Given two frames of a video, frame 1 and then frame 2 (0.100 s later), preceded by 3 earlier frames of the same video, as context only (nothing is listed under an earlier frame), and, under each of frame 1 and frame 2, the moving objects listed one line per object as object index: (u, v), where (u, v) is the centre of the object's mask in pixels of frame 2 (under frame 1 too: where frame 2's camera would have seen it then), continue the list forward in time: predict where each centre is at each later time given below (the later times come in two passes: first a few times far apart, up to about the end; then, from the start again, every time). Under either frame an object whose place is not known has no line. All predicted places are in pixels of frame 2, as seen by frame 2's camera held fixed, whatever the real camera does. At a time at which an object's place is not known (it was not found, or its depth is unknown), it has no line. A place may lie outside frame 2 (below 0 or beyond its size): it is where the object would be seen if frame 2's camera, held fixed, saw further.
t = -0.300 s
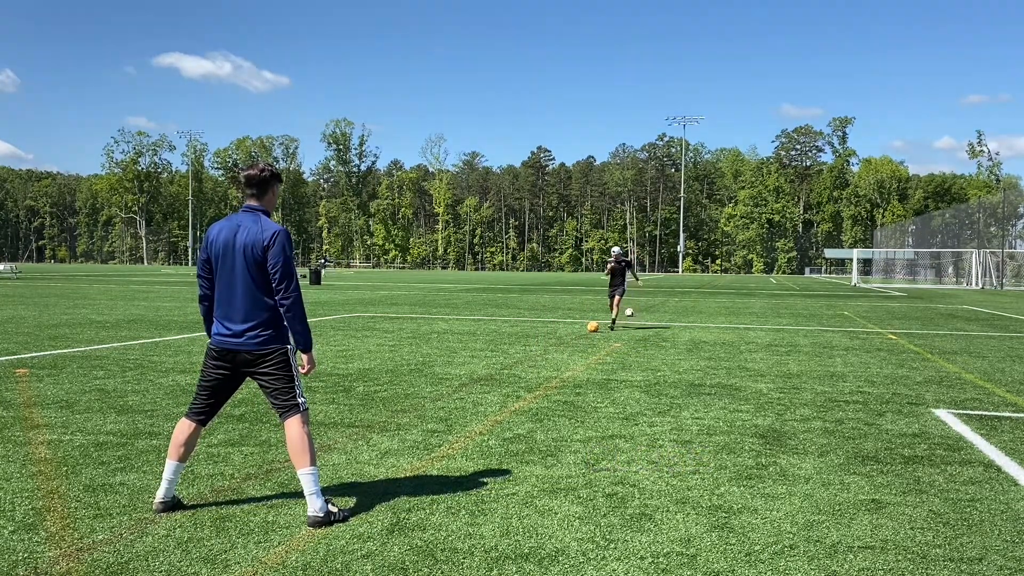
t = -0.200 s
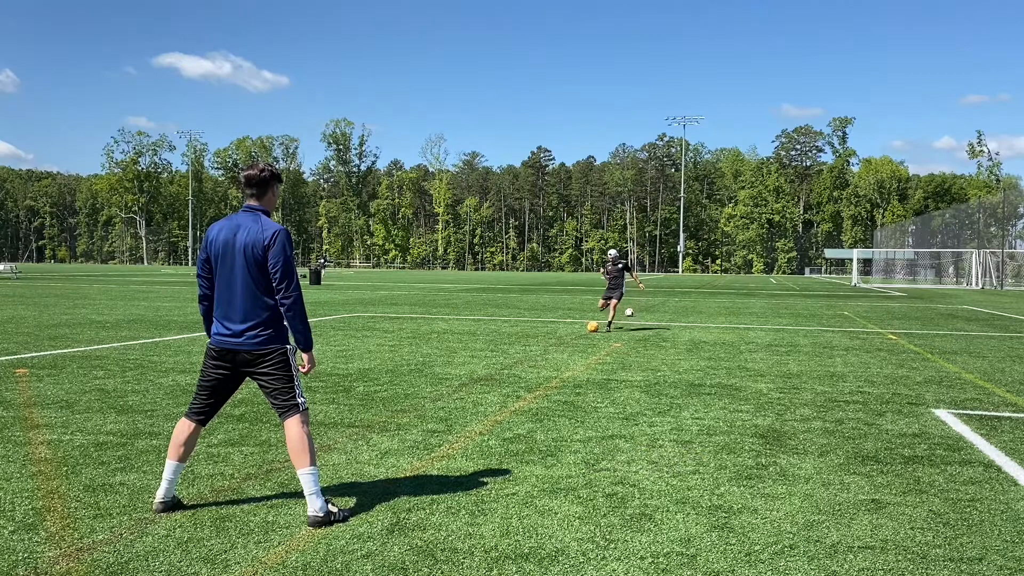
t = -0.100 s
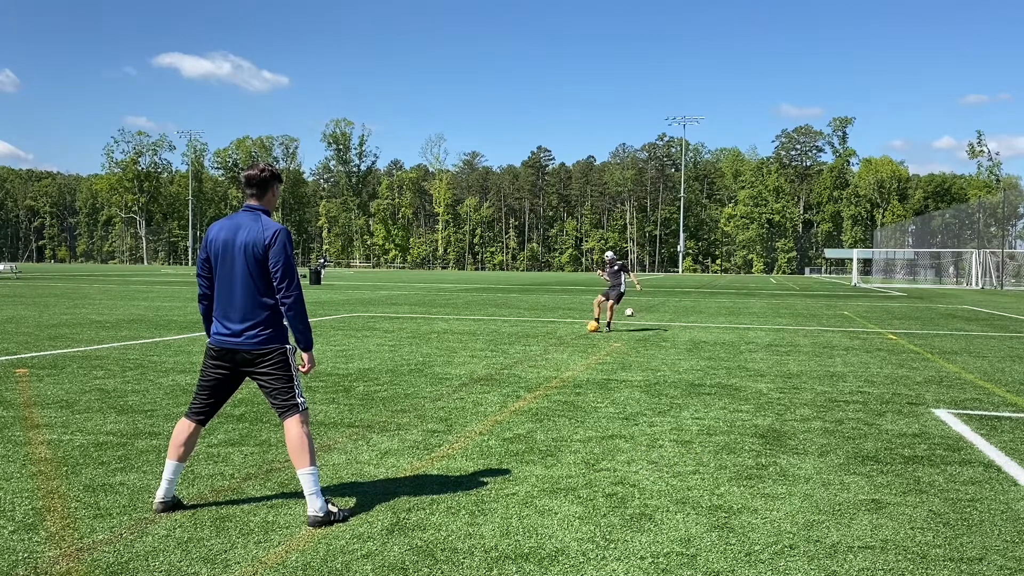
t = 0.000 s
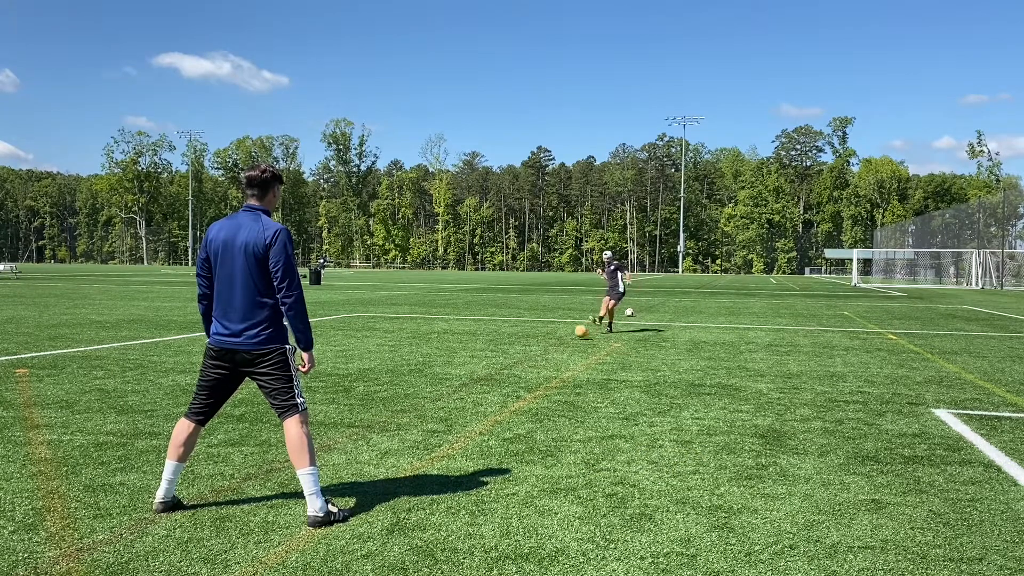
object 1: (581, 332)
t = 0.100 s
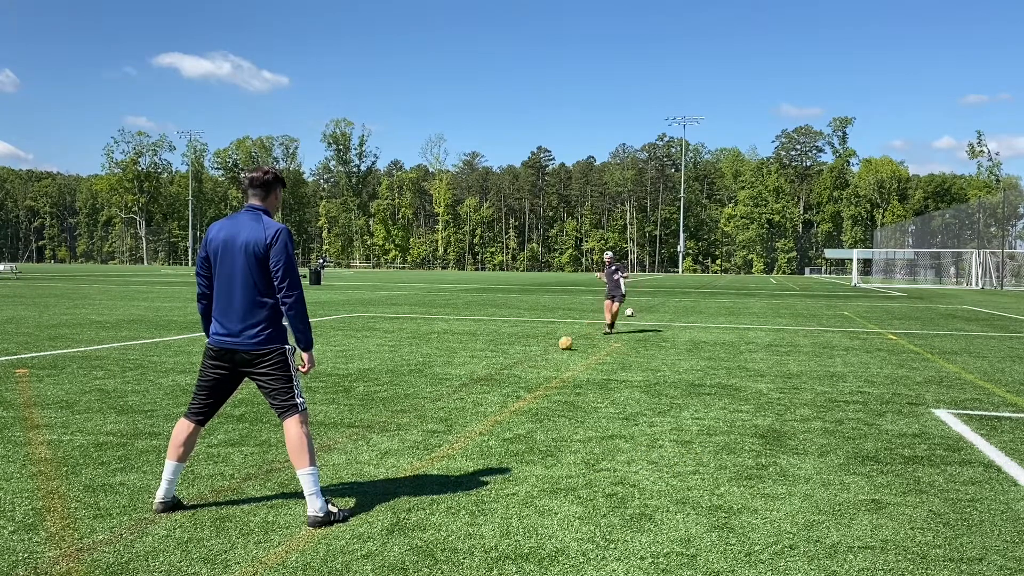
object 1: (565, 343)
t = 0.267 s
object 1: (533, 365)
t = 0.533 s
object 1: (443, 424)
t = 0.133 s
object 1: (560, 347)
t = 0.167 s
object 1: (554, 350)
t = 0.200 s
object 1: (547, 354)
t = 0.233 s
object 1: (541, 359)
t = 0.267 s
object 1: (533, 365)
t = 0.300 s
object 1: (525, 370)
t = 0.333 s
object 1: (517, 376)
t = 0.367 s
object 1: (507, 382)
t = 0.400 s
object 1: (497, 389)
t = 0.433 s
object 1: (485, 397)
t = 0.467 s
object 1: (473, 406)
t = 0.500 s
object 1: (458, 415)
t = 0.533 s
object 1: (443, 424)
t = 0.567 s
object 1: (425, 437)
